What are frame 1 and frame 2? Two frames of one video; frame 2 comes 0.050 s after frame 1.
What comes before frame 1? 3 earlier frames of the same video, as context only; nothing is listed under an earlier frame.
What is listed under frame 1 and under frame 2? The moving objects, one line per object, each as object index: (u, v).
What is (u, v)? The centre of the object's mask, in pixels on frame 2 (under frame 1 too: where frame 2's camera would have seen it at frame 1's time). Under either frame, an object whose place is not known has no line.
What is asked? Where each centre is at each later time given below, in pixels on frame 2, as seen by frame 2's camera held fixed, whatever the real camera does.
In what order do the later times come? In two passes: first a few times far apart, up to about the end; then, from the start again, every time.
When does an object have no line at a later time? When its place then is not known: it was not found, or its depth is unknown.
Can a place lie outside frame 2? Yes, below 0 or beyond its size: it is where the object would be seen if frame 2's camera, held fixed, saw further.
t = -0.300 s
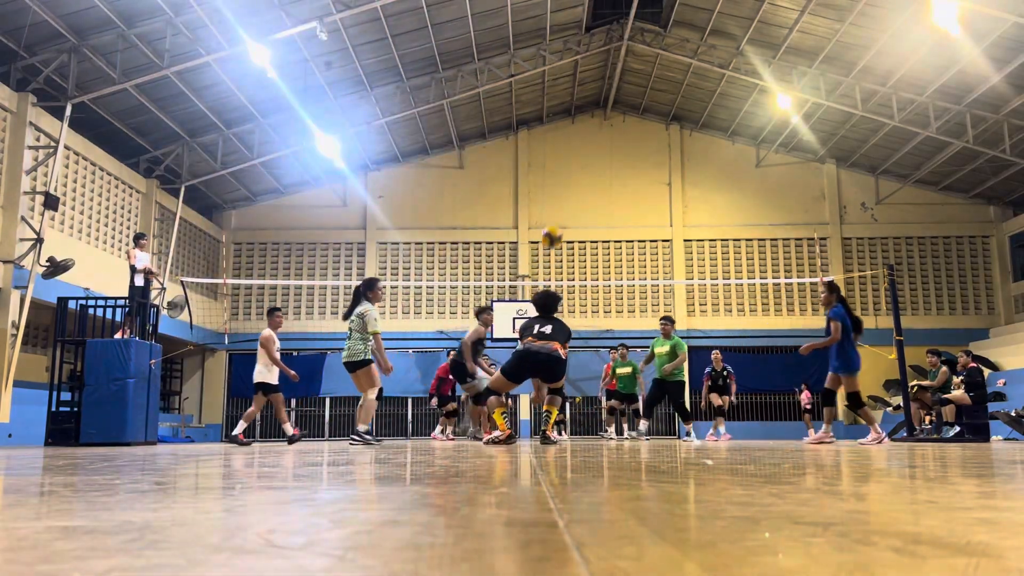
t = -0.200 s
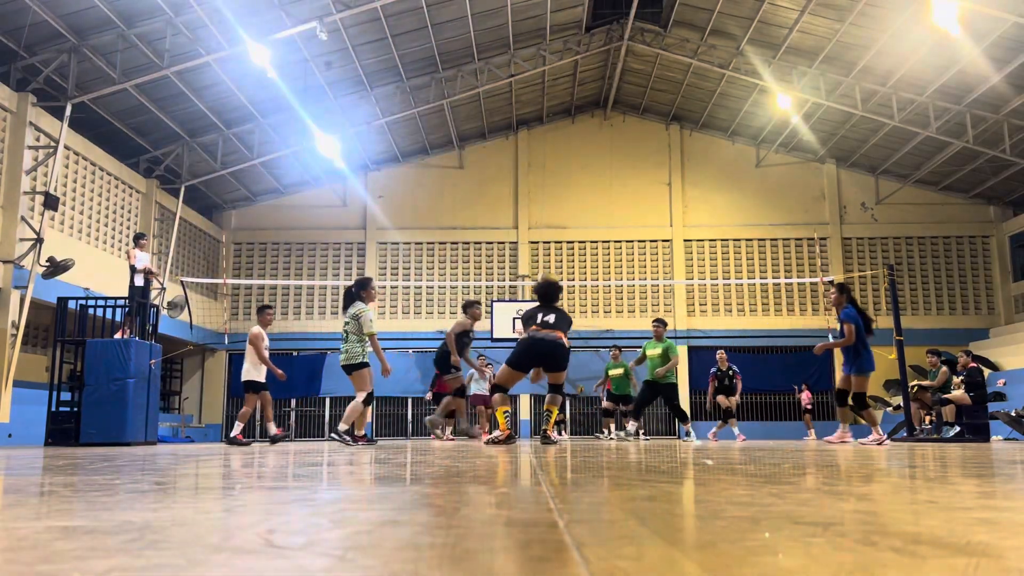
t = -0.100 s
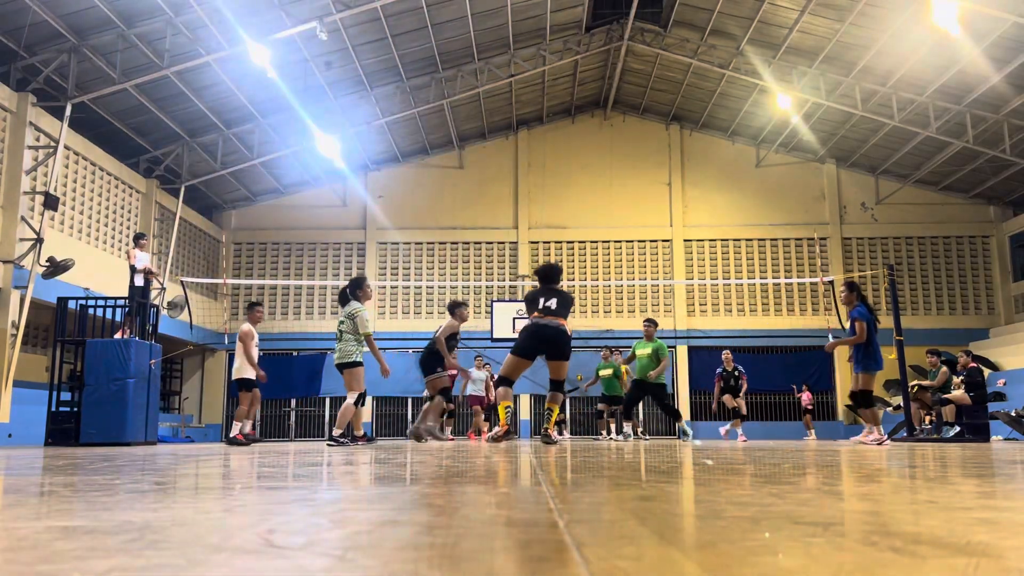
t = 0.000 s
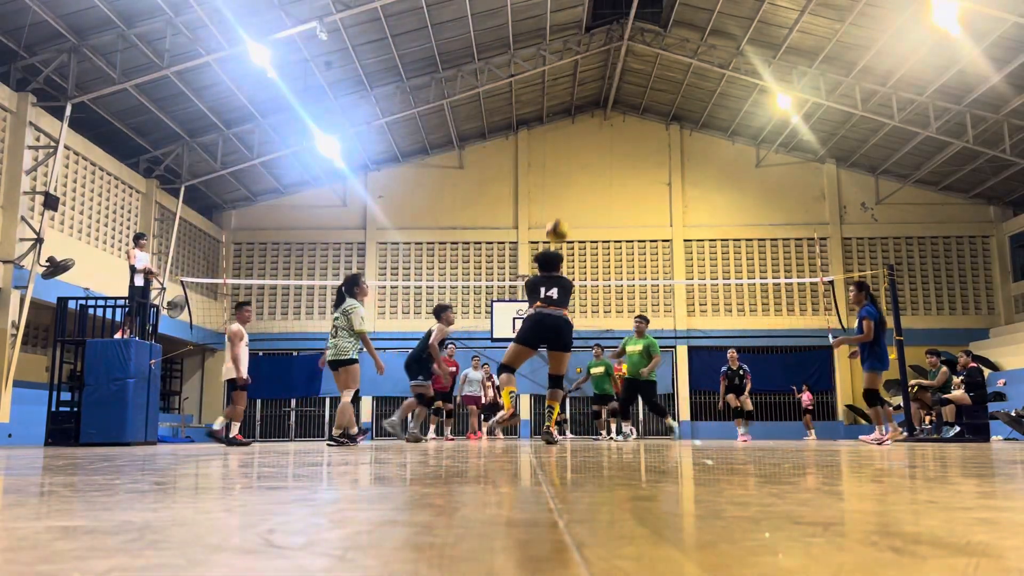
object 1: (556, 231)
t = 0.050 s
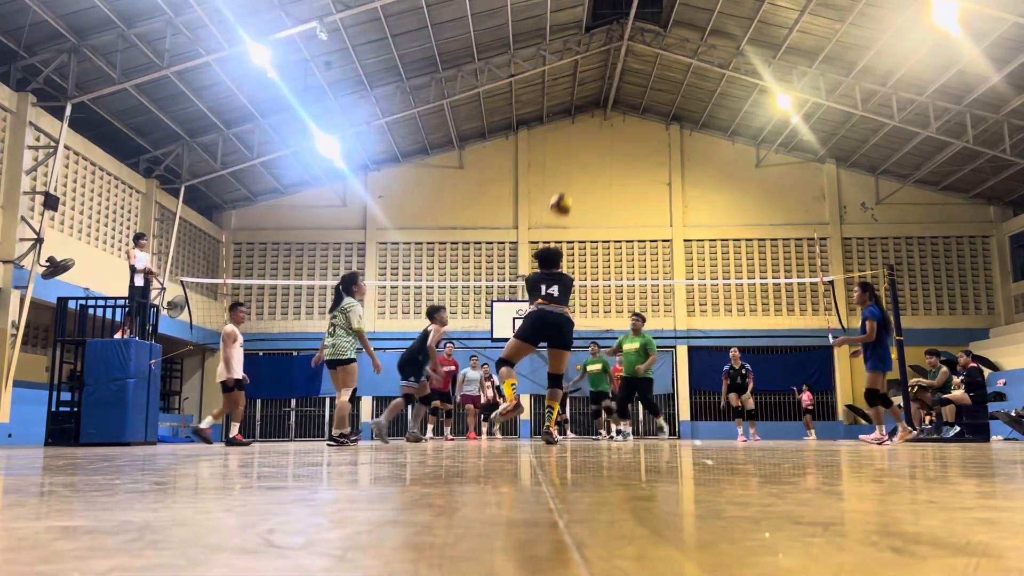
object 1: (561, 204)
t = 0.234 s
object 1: (573, 139)
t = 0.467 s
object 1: (584, 112)
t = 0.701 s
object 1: (594, 131)
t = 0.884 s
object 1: (601, 172)
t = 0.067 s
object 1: (562, 196)
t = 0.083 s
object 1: (564, 189)
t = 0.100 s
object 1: (565, 182)
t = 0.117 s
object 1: (566, 175)
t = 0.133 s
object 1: (567, 169)
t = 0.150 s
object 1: (568, 163)
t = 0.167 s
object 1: (569, 158)
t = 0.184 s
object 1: (570, 153)
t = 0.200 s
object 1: (571, 148)
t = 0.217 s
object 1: (572, 143)
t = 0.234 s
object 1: (573, 139)
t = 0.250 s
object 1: (574, 135)
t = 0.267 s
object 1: (575, 132)
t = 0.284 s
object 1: (576, 129)
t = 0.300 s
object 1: (577, 126)
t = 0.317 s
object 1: (577, 123)
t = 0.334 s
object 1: (578, 121)
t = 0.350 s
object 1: (579, 119)
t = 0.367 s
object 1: (580, 117)
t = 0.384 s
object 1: (580, 116)
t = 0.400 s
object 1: (581, 115)
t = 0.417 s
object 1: (582, 114)
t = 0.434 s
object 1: (583, 113)
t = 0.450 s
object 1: (583, 113)
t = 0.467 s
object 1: (584, 112)
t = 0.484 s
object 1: (585, 112)
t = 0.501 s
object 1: (585, 113)
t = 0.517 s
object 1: (586, 113)
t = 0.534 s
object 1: (587, 114)
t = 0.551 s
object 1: (588, 114)
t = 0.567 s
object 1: (588, 115)
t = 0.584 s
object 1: (589, 116)
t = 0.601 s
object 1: (590, 118)
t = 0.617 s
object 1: (590, 119)
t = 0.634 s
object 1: (591, 121)
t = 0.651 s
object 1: (592, 123)
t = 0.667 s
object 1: (593, 126)
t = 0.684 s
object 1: (593, 128)
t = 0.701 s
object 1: (594, 131)
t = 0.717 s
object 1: (595, 134)
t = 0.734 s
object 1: (595, 137)
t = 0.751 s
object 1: (596, 140)
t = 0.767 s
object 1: (596, 144)
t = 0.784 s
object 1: (597, 147)
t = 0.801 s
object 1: (598, 151)
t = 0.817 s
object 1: (598, 155)
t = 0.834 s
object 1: (599, 159)
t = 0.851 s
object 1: (600, 163)
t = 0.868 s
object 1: (600, 167)
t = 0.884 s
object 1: (601, 172)
